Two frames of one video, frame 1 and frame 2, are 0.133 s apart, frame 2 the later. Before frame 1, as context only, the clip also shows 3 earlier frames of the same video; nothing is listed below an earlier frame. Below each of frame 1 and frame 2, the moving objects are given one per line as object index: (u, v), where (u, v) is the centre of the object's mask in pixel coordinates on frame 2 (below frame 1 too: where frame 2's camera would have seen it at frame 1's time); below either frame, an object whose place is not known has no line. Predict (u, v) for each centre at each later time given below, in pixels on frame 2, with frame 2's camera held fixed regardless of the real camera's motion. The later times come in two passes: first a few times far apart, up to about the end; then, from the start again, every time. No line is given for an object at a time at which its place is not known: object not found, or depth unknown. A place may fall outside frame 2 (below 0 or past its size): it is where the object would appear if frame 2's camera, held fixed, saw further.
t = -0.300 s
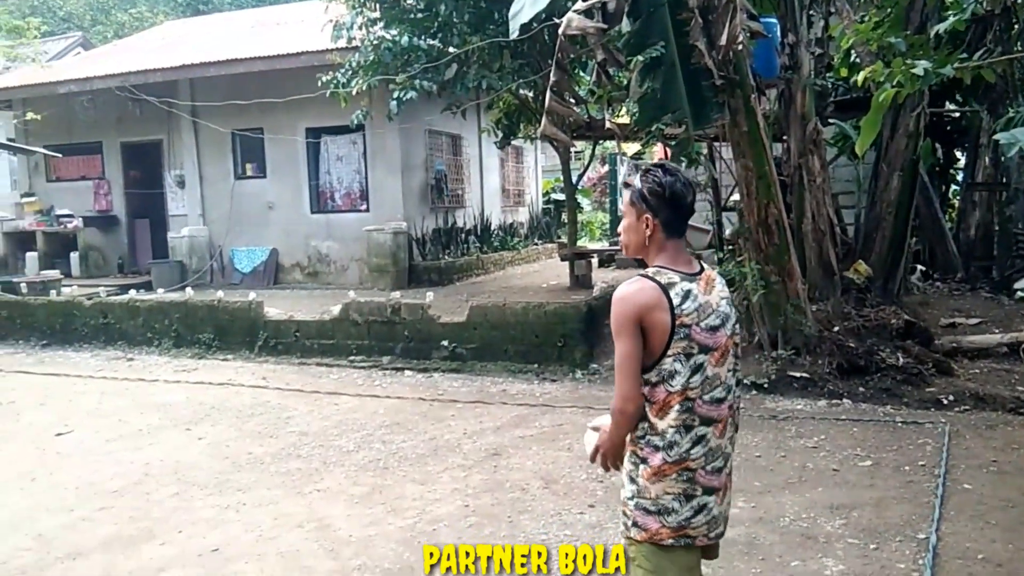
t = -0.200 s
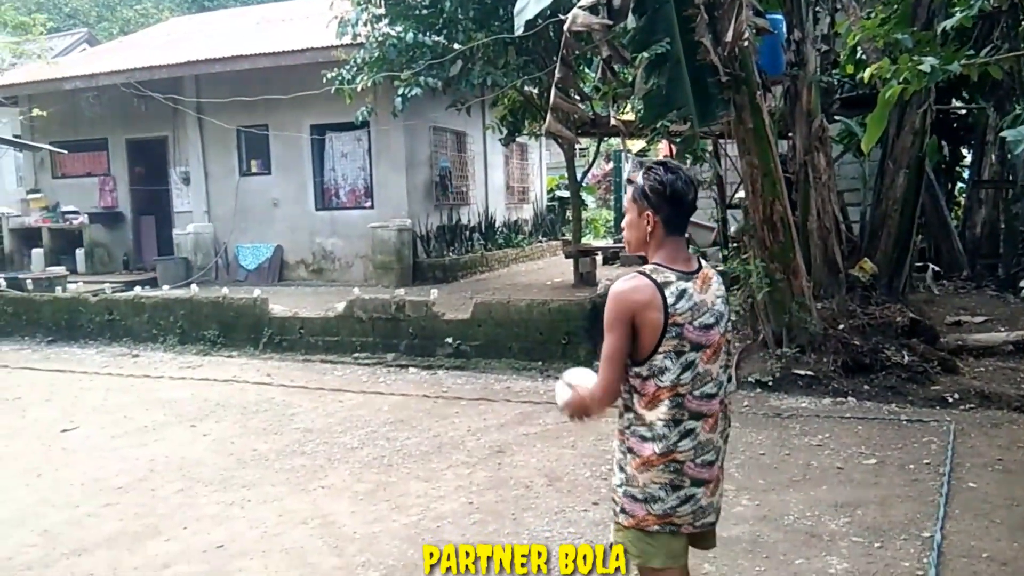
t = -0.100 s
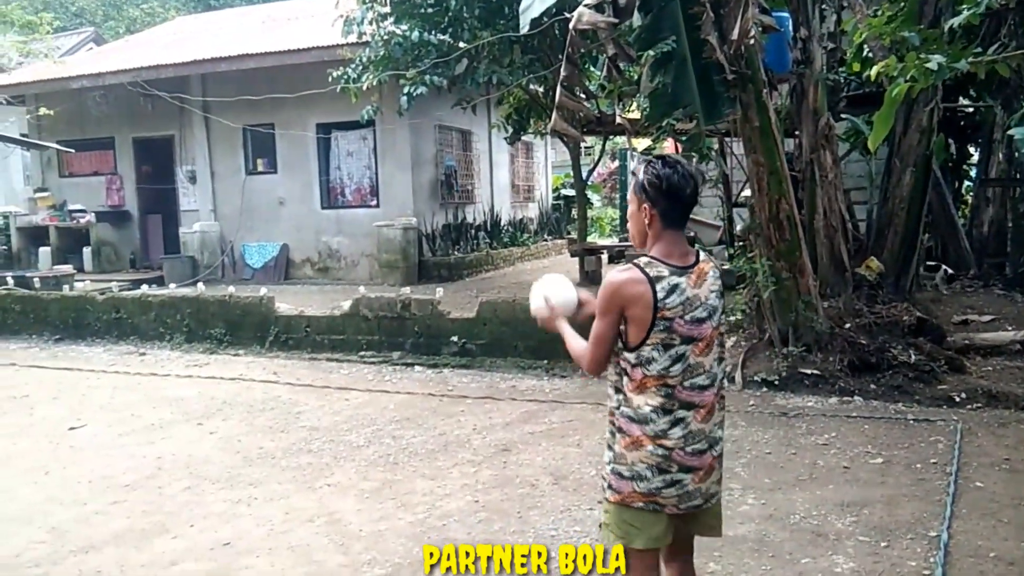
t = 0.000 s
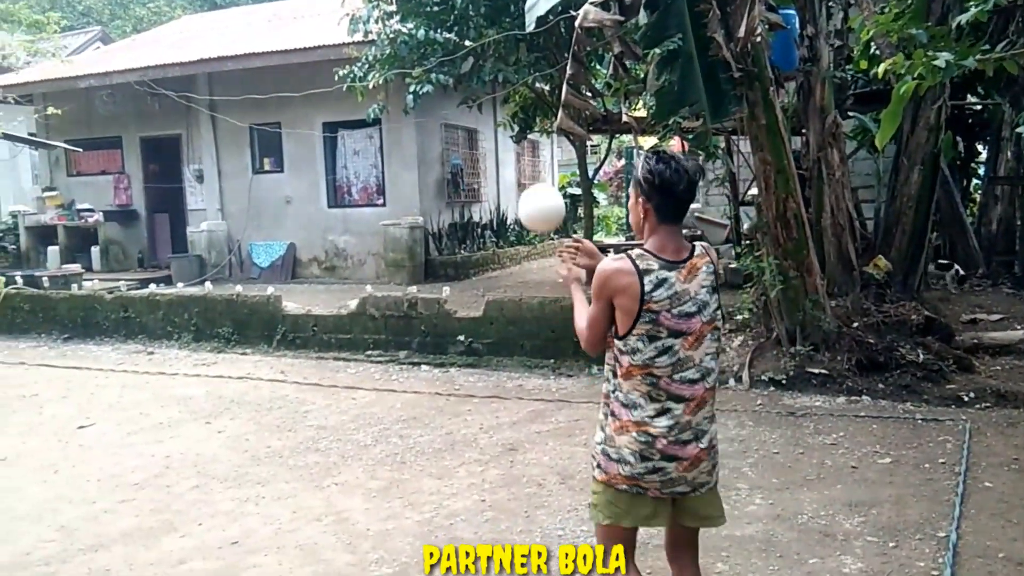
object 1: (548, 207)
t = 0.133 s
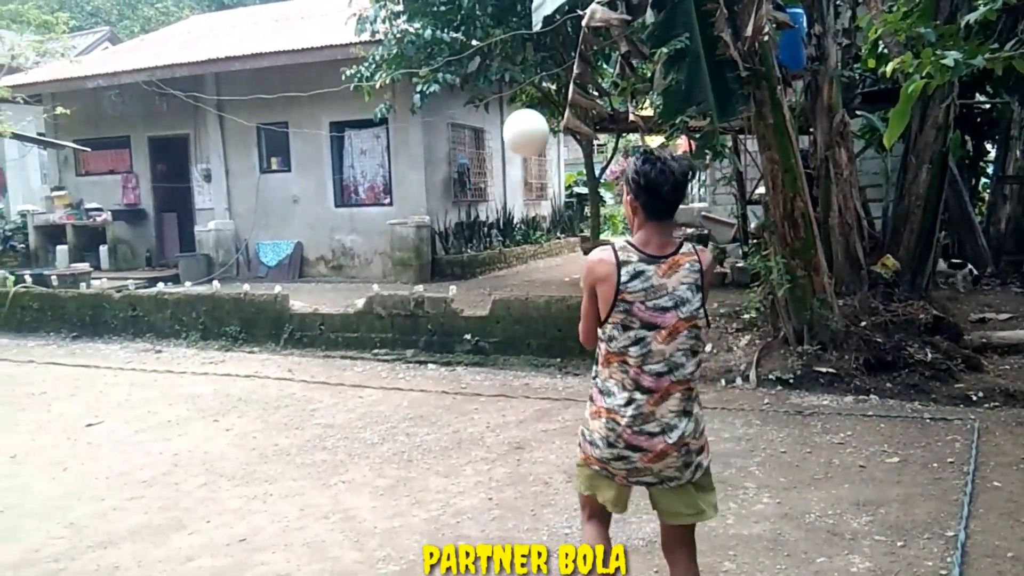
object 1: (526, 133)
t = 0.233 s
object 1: (510, 111)
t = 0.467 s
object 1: (482, 171)
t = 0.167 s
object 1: (521, 122)
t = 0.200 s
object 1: (515, 115)
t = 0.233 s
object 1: (510, 111)
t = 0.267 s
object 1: (506, 111)
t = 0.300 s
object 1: (501, 113)
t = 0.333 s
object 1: (496, 118)
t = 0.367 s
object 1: (493, 127)
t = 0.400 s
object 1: (488, 139)
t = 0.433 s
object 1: (485, 153)
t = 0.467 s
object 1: (482, 171)
